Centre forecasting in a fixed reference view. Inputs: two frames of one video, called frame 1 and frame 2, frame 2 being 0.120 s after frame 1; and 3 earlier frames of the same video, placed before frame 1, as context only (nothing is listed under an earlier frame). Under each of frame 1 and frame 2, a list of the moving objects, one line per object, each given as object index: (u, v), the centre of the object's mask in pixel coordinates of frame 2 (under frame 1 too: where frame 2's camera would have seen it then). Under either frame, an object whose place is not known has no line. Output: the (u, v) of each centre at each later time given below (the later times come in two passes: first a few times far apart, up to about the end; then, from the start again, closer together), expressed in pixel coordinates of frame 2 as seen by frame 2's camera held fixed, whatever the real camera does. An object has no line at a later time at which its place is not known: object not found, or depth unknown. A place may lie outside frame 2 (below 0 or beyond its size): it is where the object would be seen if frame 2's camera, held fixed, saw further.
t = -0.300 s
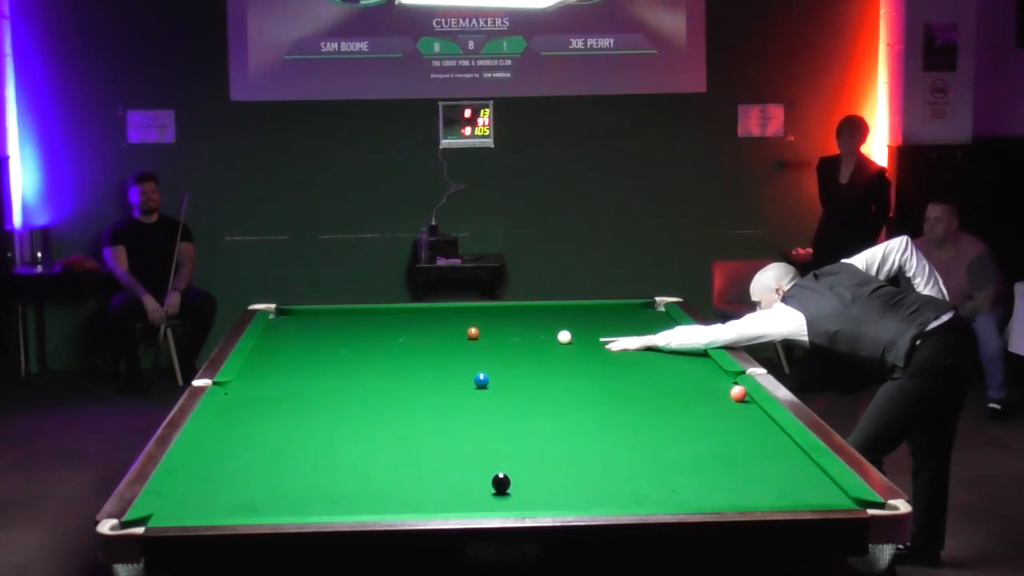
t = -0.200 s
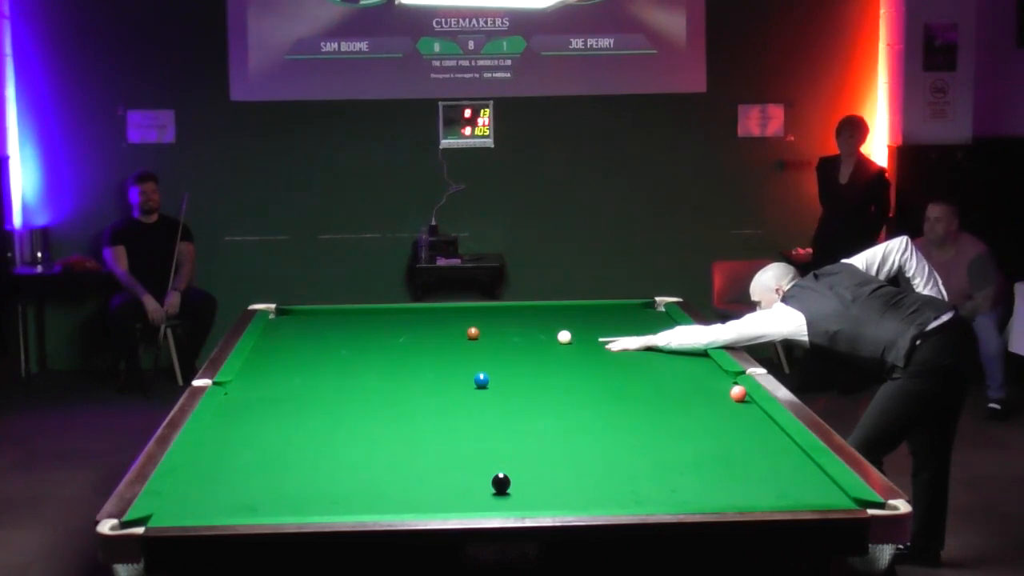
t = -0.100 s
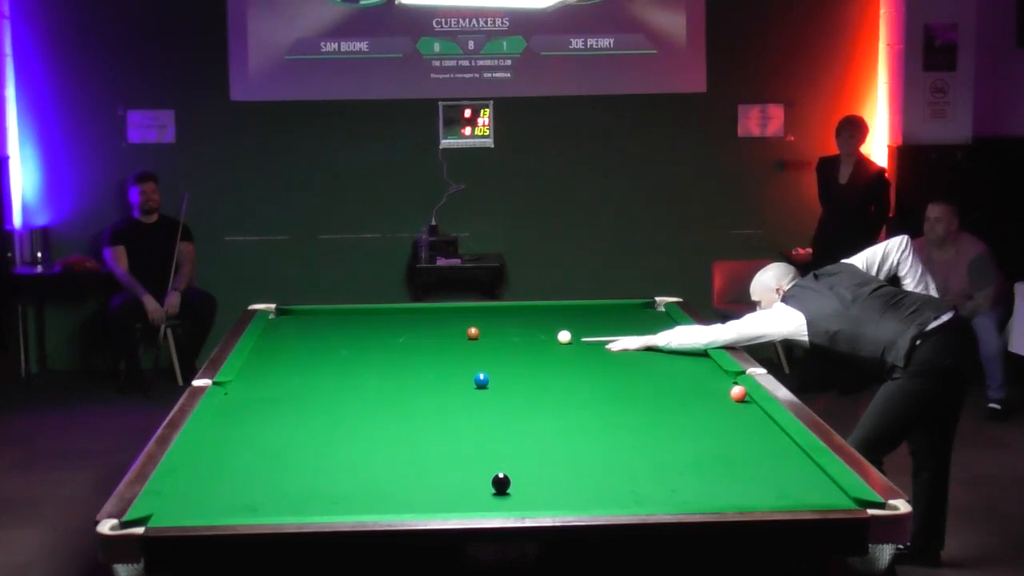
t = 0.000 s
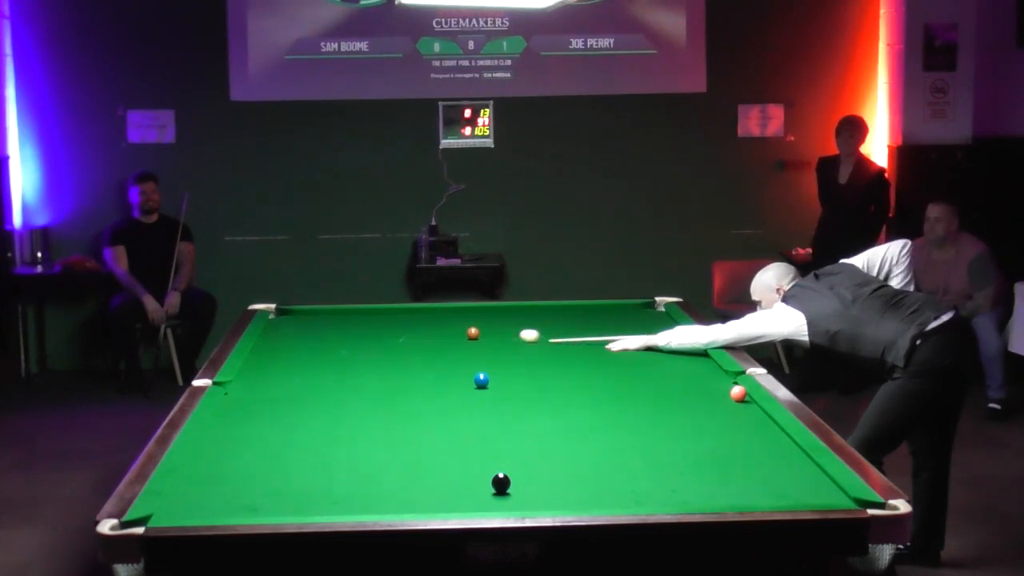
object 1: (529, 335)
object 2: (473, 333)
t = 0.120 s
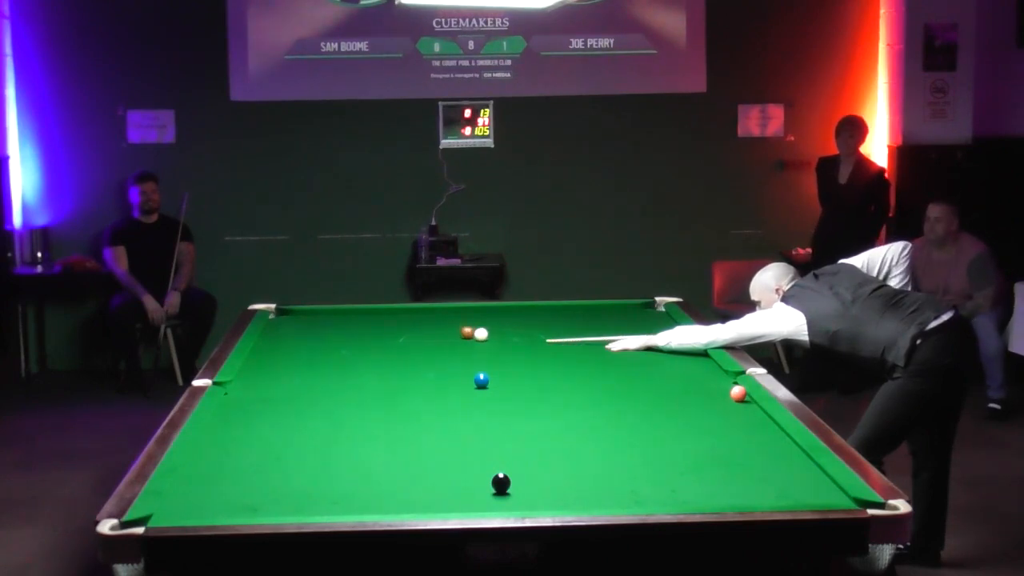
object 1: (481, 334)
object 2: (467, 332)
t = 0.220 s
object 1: (473, 336)
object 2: (438, 329)
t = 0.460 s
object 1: (461, 340)
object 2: (383, 323)
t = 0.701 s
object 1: (450, 343)
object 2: (333, 318)
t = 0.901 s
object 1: (441, 345)
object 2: (294, 313)
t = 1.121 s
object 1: (431, 348)
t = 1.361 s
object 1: (421, 351)
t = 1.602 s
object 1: (411, 354)
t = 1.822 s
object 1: (403, 356)
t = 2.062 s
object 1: (395, 358)
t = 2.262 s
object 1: (388, 360)
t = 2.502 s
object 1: (381, 360)
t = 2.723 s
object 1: (374, 365)
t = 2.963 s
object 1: (367, 366)
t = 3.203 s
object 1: (362, 368)
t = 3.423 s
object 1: (357, 369)
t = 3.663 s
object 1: (353, 370)
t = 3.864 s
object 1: (350, 371)
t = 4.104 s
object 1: (347, 372)
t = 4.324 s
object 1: (345, 373)
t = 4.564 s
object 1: (344, 373)
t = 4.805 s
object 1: (344, 373)
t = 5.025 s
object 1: (343, 373)
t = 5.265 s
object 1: (343, 374)
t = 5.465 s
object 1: (343, 374)
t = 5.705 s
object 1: (343, 374)
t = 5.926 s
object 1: (343, 374)
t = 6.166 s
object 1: (343, 374)
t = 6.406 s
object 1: (343, 373)
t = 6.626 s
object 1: (343, 373)
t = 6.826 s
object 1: (343, 374)
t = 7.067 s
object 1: (343, 374)
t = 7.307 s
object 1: (344, 374)
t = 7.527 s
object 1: (343, 374)
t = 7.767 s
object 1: (343, 373)
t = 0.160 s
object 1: (477, 335)
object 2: (455, 331)
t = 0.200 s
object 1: (474, 336)
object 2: (444, 330)
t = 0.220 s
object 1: (473, 336)
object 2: (438, 329)
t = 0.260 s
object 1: (470, 337)
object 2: (428, 328)
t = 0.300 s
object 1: (469, 337)
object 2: (418, 327)
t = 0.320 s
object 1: (468, 337)
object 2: (413, 326)
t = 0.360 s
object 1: (466, 338)
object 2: (405, 326)
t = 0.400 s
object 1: (464, 338)
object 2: (396, 325)
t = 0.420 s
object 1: (463, 339)
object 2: (391, 324)
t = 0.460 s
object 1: (461, 340)
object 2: (383, 323)
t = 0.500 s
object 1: (459, 340)
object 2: (374, 322)
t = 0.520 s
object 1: (458, 340)
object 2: (370, 322)
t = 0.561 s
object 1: (456, 341)
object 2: (362, 321)
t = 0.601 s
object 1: (454, 341)
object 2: (354, 320)
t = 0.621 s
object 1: (453, 342)
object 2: (349, 320)
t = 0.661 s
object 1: (451, 342)
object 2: (341, 319)
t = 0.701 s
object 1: (450, 343)
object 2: (333, 318)
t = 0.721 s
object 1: (449, 343)
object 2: (329, 318)
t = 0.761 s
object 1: (447, 343)
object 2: (321, 317)
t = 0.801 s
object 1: (445, 344)
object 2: (313, 316)
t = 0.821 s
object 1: (444, 344)
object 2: (309, 315)
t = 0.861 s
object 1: (442, 345)
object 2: (301, 315)
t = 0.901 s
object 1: (441, 345)
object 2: (294, 313)
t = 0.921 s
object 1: (440, 345)
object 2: (290, 313)
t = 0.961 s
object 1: (438, 346)
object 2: (283, 312)
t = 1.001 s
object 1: (436, 347)
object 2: (276, 312)
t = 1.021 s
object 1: (435, 347)
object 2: (273, 312)
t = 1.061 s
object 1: (434, 347)
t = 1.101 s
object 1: (432, 348)
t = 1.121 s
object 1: (431, 348)
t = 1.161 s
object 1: (429, 349)
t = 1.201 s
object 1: (428, 349)
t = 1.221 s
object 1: (427, 349)
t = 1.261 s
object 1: (425, 350)
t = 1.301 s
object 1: (423, 350)
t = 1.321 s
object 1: (423, 350)
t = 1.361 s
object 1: (421, 351)
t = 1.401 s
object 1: (419, 351)
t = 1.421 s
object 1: (419, 351)
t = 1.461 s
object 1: (417, 352)
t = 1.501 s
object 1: (415, 352)
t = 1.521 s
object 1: (415, 353)
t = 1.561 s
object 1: (413, 353)
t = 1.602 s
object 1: (411, 354)
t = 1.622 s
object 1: (411, 354)
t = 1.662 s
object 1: (409, 354)
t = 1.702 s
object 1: (407, 355)
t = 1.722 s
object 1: (407, 355)
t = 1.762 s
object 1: (406, 355)
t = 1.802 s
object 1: (404, 356)
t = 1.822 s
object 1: (403, 356)
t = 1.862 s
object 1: (402, 356)
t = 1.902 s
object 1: (400, 357)
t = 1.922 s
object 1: (399, 357)
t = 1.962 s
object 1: (398, 358)
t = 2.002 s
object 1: (397, 358)
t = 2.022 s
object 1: (396, 358)
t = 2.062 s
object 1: (395, 358)
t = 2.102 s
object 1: (393, 359)
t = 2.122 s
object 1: (393, 359)
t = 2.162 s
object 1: (391, 359)
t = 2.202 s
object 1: (390, 360)
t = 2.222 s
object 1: (389, 360)
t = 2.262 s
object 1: (388, 360)
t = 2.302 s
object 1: (387, 361)
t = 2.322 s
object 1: (386, 361)
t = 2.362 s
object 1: (385, 361)
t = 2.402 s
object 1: (383, 362)
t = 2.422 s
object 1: (383, 362)
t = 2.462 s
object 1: (382, 362)
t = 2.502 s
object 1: (381, 360)
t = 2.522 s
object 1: (381, 360)
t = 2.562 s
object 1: (379, 362)
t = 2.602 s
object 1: (377, 362)
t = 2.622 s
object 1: (377, 362)
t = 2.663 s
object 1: (376, 363)
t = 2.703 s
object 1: (375, 364)
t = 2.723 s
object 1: (374, 365)
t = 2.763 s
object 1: (373, 365)
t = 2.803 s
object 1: (372, 365)
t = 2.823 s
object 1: (371, 365)
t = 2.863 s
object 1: (370, 365)
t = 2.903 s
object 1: (369, 366)
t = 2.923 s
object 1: (368, 366)
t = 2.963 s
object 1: (367, 366)
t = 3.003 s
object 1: (366, 366)
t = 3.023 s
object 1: (366, 367)
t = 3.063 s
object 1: (365, 367)
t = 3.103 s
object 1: (364, 367)
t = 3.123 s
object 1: (363, 367)
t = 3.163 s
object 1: (363, 368)
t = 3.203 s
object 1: (362, 368)
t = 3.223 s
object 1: (361, 368)
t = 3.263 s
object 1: (361, 369)
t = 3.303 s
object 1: (360, 369)
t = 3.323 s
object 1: (359, 369)
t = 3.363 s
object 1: (358, 369)
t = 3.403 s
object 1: (358, 369)
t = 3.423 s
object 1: (357, 369)
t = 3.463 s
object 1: (356, 370)
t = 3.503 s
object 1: (356, 370)
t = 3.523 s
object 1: (355, 370)
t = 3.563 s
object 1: (355, 370)
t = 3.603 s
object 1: (354, 370)
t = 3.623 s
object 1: (354, 370)
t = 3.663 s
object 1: (353, 370)
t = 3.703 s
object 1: (353, 371)
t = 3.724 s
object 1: (352, 371)
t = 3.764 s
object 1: (352, 371)
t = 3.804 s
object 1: (351, 371)
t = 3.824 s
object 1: (351, 371)
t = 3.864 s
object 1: (350, 371)
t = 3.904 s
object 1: (350, 372)
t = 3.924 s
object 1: (349, 372)
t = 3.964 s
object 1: (349, 372)
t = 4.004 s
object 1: (348, 372)
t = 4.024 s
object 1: (348, 372)
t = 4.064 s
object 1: (348, 372)
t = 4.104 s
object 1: (347, 372)
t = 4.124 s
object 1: (347, 372)
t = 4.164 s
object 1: (347, 372)
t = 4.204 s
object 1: (347, 372)
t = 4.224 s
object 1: (346, 373)
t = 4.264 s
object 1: (346, 373)
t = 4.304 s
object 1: (346, 373)
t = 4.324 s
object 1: (345, 373)
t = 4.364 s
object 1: (345, 373)
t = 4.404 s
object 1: (345, 373)
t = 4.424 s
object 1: (345, 373)
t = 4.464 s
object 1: (345, 373)
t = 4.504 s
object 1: (344, 373)
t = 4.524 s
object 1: (344, 373)
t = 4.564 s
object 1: (344, 373)
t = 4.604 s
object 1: (344, 373)
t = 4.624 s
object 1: (344, 373)
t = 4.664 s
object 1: (344, 373)
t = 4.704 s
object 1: (344, 373)
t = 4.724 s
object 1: (344, 373)
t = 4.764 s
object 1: (344, 373)
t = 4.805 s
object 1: (344, 373)
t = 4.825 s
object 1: (343, 373)
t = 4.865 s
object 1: (343, 373)
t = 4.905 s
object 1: (343, 373)
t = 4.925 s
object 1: (343, 374)
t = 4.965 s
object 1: (343, 374)
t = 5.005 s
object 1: (343, 373)
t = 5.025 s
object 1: (343, 373)
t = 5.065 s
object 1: (343, 373)
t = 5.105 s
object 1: (343, 373)
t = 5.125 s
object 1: (343, 374)
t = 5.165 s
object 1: (343, 373)
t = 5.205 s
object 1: (343, 374)
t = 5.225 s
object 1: (343, 373)
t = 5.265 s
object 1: (343, 374)
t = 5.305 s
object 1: (343, 373)
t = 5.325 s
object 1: (343, 374)
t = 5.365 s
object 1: (343, 374)
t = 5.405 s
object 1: (343, 374)
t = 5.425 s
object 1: (343, 374)
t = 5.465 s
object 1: (343, 374)
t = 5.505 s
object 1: (343, 374)
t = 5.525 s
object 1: (343, 374)
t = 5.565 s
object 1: (343, 373)
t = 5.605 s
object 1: (343, 374)
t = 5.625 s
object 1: (343, 374)
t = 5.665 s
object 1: (343, 374)
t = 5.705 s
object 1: (343, 374)
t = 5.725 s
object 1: (343, 374)
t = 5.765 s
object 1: (343, 373)
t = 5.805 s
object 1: (343, 374)
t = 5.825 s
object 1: (343, 373)
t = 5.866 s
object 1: (343, 373)
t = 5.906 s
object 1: (343, 374)
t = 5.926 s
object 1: (343, 374)
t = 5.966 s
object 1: (343, 374)
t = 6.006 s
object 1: (343, 374)
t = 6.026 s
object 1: (343, 374)
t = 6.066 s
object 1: (344, 374)
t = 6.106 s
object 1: (343, 374)
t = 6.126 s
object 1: (343, 373)
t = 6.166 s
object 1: (343, 374)
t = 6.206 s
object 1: (343, 374)
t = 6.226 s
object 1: (343, 374)
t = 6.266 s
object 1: (343, 374)
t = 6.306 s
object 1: (343, 374)
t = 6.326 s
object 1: (343, 373)
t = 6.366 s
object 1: (343, 373)
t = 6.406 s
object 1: (343, 373)
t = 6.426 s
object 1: (343, 374)
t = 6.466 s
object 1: (343, 374)
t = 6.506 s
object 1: (343, 373)
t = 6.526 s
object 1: (343, 373)
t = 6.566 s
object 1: (343, 374)
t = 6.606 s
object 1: (343, 373)
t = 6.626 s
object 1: (343, 373)
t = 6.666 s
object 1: (343, 374)
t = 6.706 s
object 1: (344, 373)
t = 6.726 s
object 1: (344, 373)
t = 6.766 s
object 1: (343, 374)
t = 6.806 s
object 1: (343, 373)
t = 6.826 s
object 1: (343, 374)
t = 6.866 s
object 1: (344, 373)
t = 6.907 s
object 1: (344, 374)
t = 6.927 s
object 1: (344, 374)
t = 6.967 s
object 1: (344, 373)
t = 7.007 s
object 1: (344, 373)
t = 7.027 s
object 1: (344, 373)
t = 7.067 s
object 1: (343, 374)
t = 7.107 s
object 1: (344, 373)
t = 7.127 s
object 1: (344, 374)
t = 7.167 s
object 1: (343, 373)
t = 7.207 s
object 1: (343, 373)
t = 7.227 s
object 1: (343, 373)
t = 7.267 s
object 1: (343, 374)
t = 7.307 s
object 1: (344, 374)
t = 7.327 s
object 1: (344, 373)
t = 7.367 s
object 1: (343, 374)
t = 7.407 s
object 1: (343, 374)
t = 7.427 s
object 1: (343, 374)
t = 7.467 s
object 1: (343, 374)
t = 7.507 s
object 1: (343, 374)
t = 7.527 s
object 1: (343, 374)
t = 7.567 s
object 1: (344, 373)
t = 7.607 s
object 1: (343, 374)
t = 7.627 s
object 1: (343, 373)
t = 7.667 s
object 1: (343, 373)
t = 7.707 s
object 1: (343, 374)
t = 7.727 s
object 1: (343, 374)
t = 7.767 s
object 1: (343, 373)
